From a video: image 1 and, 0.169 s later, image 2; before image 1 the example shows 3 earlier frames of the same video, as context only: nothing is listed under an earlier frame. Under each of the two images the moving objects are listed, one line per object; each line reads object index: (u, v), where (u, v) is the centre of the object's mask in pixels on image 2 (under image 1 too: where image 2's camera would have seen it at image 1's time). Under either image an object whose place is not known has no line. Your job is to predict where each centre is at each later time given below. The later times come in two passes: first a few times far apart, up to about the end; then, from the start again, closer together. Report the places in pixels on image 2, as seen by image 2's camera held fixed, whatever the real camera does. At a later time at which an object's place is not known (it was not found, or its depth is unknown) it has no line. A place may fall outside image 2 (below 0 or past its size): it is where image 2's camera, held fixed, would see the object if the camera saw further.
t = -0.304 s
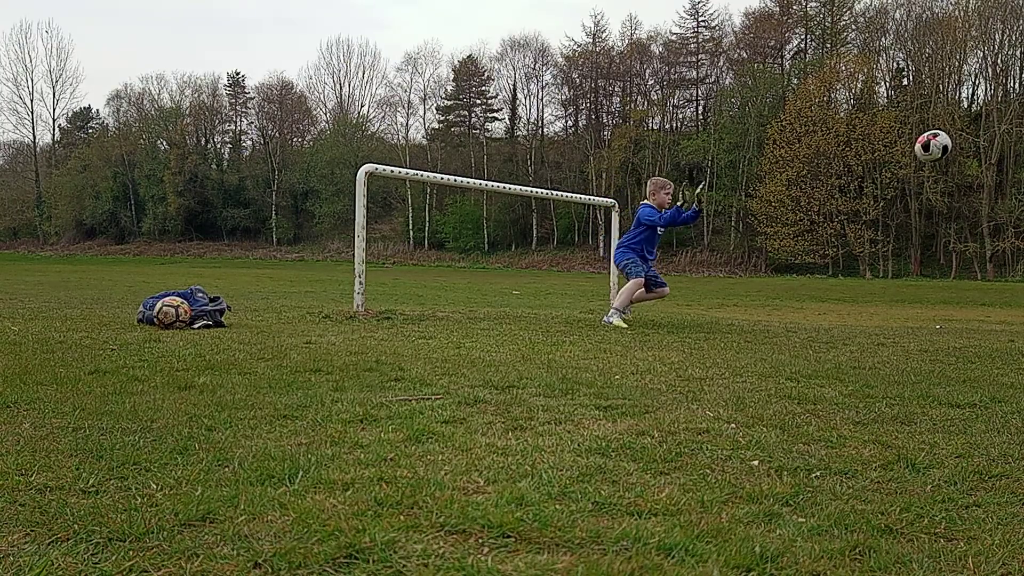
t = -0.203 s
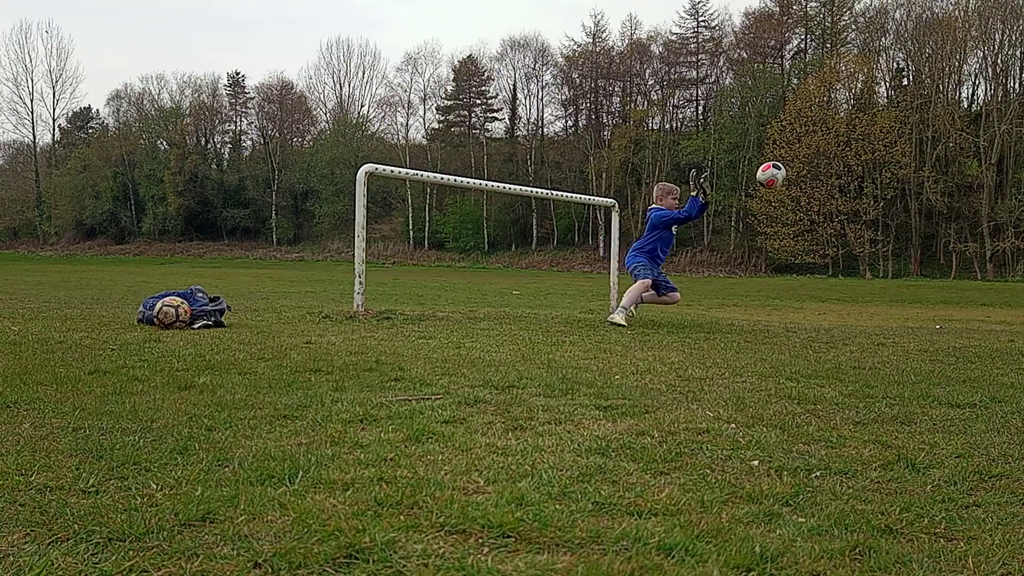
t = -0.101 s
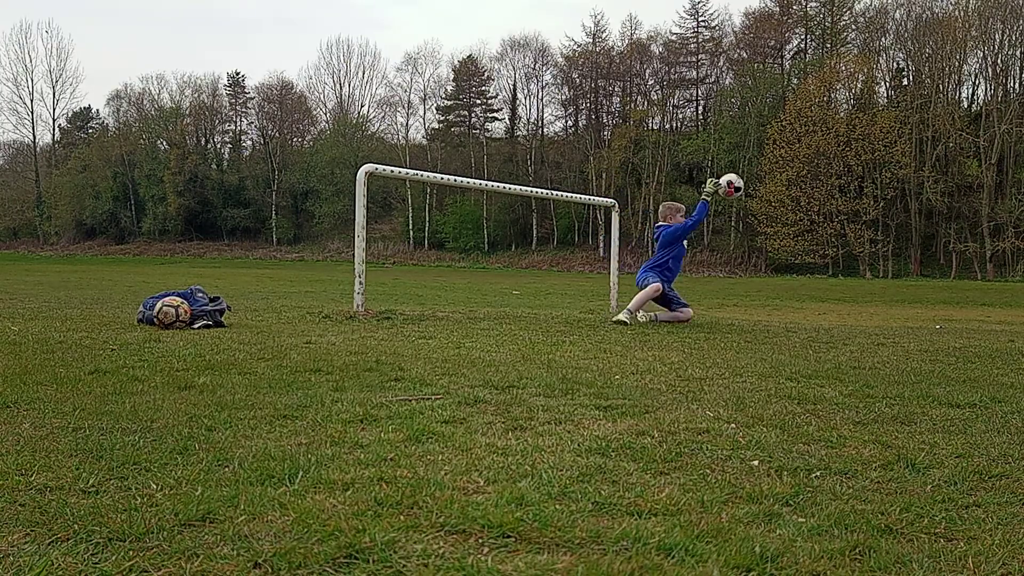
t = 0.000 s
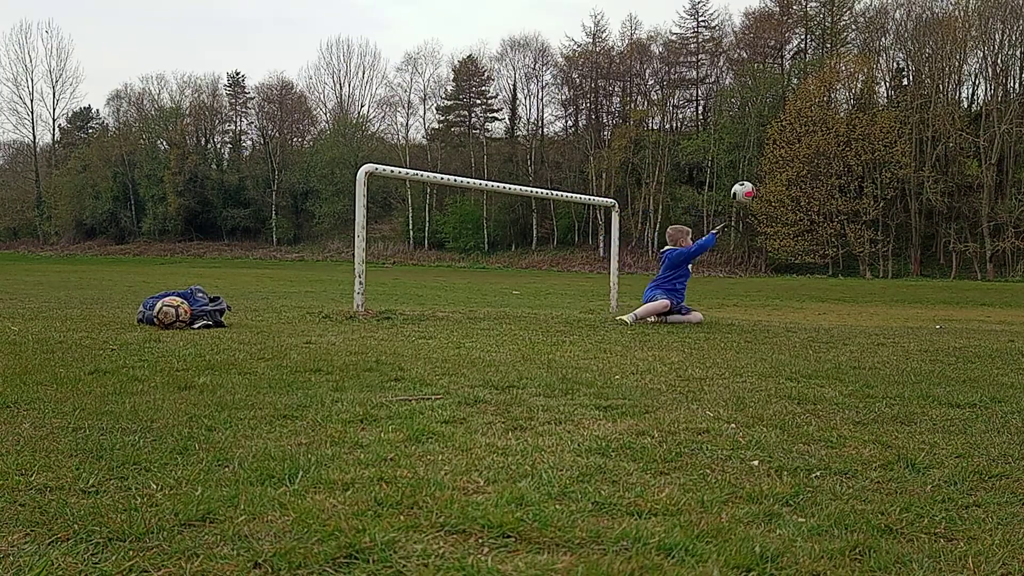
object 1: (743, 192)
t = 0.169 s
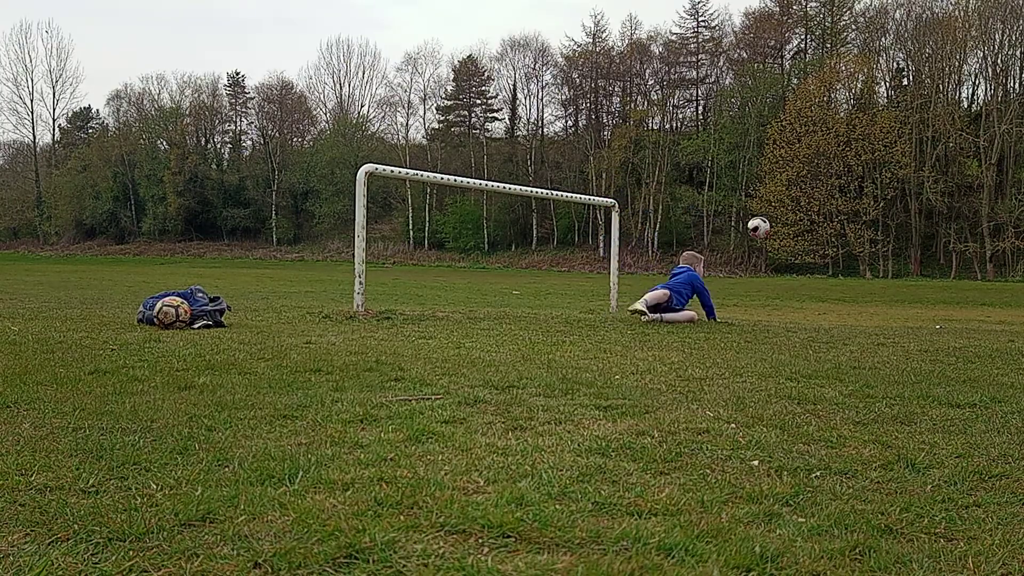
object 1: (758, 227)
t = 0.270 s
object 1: (765, 259)
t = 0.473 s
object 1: (777, 299)
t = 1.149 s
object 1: (826, 315)
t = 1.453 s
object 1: (840, 295)
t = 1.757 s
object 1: (850, 311)
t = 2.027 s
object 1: (859, 317)
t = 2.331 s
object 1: (863, 320)
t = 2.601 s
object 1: (866, 321)
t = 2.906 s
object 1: (868, 321)
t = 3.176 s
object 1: (868, 321)
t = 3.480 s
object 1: (868, 320)
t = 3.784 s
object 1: (866, 319)
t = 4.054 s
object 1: (865, 318)
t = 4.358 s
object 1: (863, 318)
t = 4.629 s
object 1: (859, 318)
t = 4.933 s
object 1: (856, 317)
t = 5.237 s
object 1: (852, 317)
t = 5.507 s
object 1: (848, 316)
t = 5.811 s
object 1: (845, 316)
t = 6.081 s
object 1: (845, 316)
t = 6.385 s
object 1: (845, 316)
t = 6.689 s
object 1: (846, 316)
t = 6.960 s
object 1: (848, 316)
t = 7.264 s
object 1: (851, 316)
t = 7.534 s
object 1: (851, 316)
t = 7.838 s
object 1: (851, 316)
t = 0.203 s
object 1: (761, 237)
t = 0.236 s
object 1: (763, 247)
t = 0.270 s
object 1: (765, 259)
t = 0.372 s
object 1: (769, 297)
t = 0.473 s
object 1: (777, 299)
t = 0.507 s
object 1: (780, 291)
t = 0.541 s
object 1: (783, 284)
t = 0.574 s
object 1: (786, 278)
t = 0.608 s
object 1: (790, 273)
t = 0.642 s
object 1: (793, 269)
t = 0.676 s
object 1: (795, 266)
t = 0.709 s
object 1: (798, 265)
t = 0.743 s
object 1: (801, 264)
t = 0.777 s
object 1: (804, 265)
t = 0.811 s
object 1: (807, 266)
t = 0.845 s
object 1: (809, 268)
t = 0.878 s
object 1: (811, 271)
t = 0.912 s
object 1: (813, 275)
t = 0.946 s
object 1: (815, 280)
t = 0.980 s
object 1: (818, 286)
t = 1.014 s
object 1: (819, 293)
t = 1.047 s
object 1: (821, 301)
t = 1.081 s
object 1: (823, 309)
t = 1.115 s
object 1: (825, 318)
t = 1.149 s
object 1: (826, 315)
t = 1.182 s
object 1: (828, 309)
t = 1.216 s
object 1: (830, 304)
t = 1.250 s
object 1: (831, 300)
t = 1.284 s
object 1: (833, 297)
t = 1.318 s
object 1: (835, 295)
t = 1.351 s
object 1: (836, 293)
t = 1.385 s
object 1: (838, 293)
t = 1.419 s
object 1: (839, 294)
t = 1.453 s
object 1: (840, 295)
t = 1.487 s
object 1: (842, 297)
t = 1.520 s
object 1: (843, 301)
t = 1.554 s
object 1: (844, 304)
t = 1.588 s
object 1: (845, 310)
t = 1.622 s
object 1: (846, 315)
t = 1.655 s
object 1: (847, 320)
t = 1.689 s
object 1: (848, 318)
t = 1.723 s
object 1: (849, 314)
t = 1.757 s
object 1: (850, 311)
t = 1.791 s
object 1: (852, 308)
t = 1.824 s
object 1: (853, 307)
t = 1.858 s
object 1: (854, 307)
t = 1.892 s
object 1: (855, 307)
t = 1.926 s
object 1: (856, 308)
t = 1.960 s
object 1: (857, 310)
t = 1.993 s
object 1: (858, 313)
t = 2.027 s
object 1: (859, 317)
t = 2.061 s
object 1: (860, 320)
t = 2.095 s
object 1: (860, 321)
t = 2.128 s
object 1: (861, 319)
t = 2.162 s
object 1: (861, 318)
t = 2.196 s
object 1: (861, 317)
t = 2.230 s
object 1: (862, 317)
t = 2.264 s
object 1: (862, 317)
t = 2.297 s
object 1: (863, 319)
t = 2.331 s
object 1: (863, 320)
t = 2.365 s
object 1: (863, 321)
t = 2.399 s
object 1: (863, 320)
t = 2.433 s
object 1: (864, 319)
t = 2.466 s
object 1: (864, 319)
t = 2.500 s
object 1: (865, 319)
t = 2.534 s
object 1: (865, 320)
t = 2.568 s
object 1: (866, 321)
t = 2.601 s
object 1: (866, 321)
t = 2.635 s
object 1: (867, 321)
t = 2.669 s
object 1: (867, 320)
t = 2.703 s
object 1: (867, 320)
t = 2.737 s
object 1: (867, 321)
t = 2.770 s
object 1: (867, 320)
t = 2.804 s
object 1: (868, 321)
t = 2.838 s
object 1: (867, 320)
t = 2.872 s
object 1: (868, 321)
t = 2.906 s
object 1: (868, 321)
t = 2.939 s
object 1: (867, 321)
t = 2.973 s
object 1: (868, 320)
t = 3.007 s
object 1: (868, 320)
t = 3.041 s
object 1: (868, 320)
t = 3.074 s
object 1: (868, 321)
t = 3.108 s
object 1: (868, 321)
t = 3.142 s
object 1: (868, 321)
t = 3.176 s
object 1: (868, 321)
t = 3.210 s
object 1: (868, 321)
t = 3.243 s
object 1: (868, 321)
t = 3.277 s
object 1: (868, 321)
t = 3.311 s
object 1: (868, 321)
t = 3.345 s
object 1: (868, 320)
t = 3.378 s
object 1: (868, 320)
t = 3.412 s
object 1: (868, 320)
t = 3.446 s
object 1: (868, 320)
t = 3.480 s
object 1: (868, 320)
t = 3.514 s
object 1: (867, 320)
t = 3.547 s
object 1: (867, 320)
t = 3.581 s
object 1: (867, 320)
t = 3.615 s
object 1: (867, 320)
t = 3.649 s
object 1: (867, 320)
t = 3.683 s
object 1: (867, 320)
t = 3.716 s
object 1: (867, 320)
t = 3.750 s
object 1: (867, 319)
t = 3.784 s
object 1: (866, 319)
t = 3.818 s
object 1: (866, 319)
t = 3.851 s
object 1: (866, 319)
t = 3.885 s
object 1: (866, 319)
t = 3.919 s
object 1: (866, 319)
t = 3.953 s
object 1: (865, 319)
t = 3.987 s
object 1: (865, 319)
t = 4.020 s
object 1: (865, 319)
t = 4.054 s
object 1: (865, 318)
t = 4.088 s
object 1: (865, 318)
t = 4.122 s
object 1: (865, 318)
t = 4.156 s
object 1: (865, 318)
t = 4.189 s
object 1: (864, 318)
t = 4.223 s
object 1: (864, 319)
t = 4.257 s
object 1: (864, 319)
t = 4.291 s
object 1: (864, 319)
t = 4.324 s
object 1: (863, 318)
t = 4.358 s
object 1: (863, 318)
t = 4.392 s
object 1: (862, 318)
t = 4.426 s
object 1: (862, 318)
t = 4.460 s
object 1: (862, 318)
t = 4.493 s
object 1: (861, 318)
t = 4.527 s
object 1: (861, 318)
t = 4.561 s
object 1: (860, 318)
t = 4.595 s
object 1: (859, 318)
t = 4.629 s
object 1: (859, 318)
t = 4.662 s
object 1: (859, 318)
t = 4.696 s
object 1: (859, 318)
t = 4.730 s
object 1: (858, 317)
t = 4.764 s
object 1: (858, 317)
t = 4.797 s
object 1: (857, 317)
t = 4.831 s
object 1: (857, 317)
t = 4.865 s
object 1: (857, 317)
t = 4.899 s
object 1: (856, 317)
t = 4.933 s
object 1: (856, 317)
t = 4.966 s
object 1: (856, 316)
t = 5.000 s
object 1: (855, 317)
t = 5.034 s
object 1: (855, 316)
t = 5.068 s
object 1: (854, 316)
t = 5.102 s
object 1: (853, 316)
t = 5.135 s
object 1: (853, 316)
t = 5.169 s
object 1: (853, 316)
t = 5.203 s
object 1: (852, 316)
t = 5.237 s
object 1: (852, 317)
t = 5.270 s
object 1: (851, 316)
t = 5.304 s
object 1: (851, 316)
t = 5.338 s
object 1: (850, 316)
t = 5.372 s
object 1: (850, 316)
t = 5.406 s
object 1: (849, 316)
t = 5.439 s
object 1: (849, 316)
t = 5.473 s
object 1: (849, 316)
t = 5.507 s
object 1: (848, 316)
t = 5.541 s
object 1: (848, 316)
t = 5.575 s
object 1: (848, 316)
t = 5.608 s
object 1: (847, 316)
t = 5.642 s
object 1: (847, 316)
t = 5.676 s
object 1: (846, 316)
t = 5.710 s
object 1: (846, 316)
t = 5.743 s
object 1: (846, 316)
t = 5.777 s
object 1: (845, 316)
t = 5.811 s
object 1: (845, 316)
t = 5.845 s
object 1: (845, 316)
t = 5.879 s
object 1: (845, 316)
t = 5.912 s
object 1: (845, 316)
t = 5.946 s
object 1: (845, 316)
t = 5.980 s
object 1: (845, 315)
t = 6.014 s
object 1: (845, 316)
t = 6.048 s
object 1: (845, 316)
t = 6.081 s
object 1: (845, 316)
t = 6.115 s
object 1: (845, 316)
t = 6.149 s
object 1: (845, 316)
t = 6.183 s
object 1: (845, 316)
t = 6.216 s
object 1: (845, 316)
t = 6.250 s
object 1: (845, 316)
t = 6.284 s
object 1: (845, 316)
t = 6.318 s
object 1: (845, 316)
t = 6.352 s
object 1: (845, 316)
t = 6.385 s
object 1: (845, 316)
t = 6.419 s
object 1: (845, 316)
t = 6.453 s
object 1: (845, 316)
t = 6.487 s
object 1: (845, 316)
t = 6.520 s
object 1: (845, 316)
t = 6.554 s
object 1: (845, 316)
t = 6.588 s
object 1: (846, 316)
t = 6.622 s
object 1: (846, 316)
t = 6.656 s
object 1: (846, 316)
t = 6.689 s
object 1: (846, 316)
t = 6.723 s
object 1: (846, 316)
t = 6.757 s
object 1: (846, 316)
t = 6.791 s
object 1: (847, 316)
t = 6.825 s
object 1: (847, 316)
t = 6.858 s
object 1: (847, 316)
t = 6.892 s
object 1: (848, 316)
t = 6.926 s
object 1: (848, 316)
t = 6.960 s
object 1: (848, 316)
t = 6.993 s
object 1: (849, 316)
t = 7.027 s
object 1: (849, 316)
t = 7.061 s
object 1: (850, 316)
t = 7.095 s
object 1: (850, 316)
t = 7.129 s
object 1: (850, 316)
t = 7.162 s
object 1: (851, 316)
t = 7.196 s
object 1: (851, 316)
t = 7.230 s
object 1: (851, 316)
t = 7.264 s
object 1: (851, 316)
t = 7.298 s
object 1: (851, 316)
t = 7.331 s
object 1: (851, 316)
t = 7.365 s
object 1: (851, 316)
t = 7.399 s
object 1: (851, 316)
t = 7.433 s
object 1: (851, 316)
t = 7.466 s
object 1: (851, 316)
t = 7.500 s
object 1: (851, 316)
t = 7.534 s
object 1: (851, 316)
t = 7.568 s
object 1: (851, 316)
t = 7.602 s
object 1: (851, 316)
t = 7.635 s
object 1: (851, 316)
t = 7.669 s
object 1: (851, 316)
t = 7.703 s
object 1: (851, 316)
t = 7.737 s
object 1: (851, 316)
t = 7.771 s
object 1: (851, 316)
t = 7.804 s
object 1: (851, 316)
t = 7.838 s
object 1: (851, 316)
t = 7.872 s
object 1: (851, 316)
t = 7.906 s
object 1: (851, 316)
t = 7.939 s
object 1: (851, 316)
